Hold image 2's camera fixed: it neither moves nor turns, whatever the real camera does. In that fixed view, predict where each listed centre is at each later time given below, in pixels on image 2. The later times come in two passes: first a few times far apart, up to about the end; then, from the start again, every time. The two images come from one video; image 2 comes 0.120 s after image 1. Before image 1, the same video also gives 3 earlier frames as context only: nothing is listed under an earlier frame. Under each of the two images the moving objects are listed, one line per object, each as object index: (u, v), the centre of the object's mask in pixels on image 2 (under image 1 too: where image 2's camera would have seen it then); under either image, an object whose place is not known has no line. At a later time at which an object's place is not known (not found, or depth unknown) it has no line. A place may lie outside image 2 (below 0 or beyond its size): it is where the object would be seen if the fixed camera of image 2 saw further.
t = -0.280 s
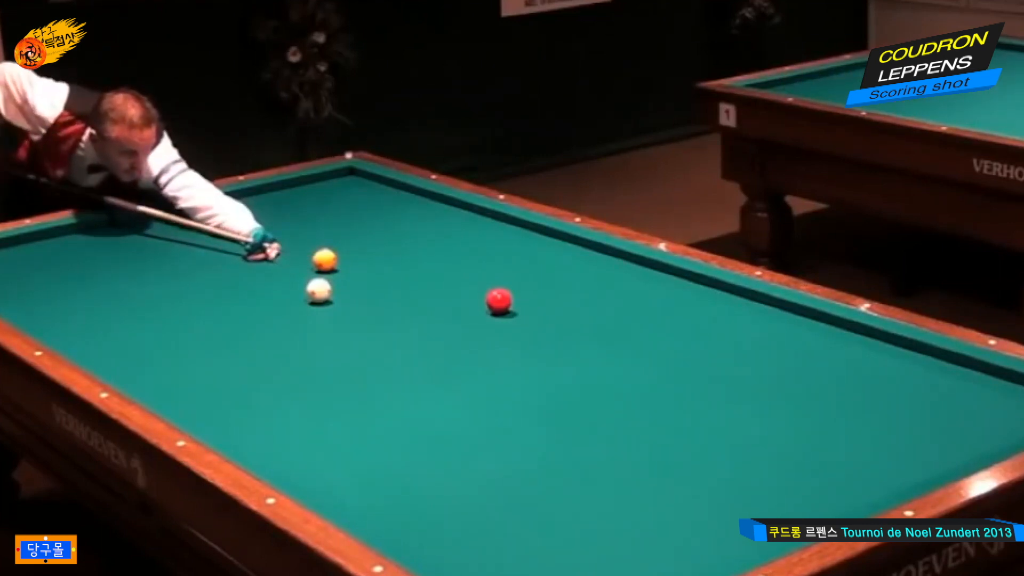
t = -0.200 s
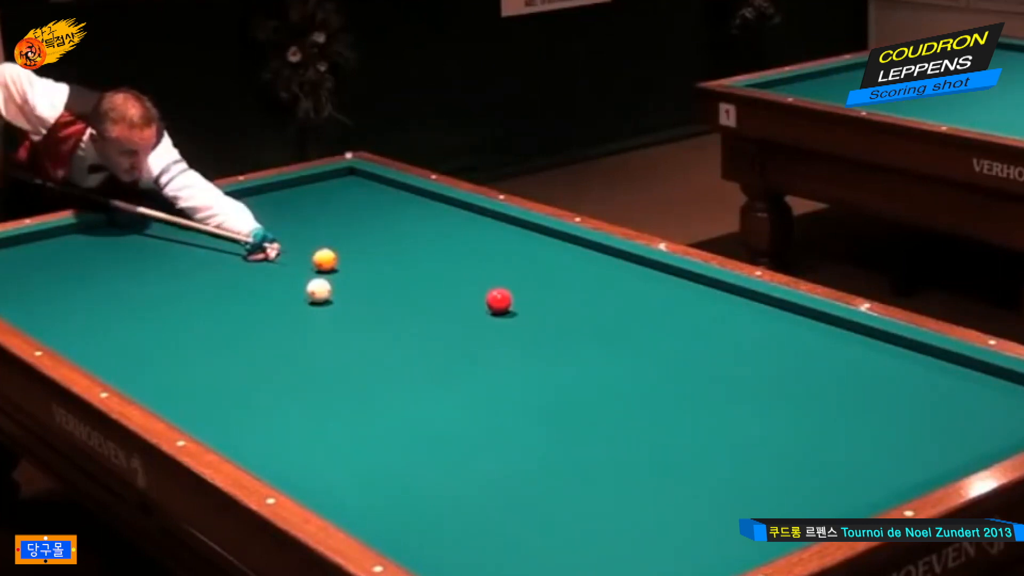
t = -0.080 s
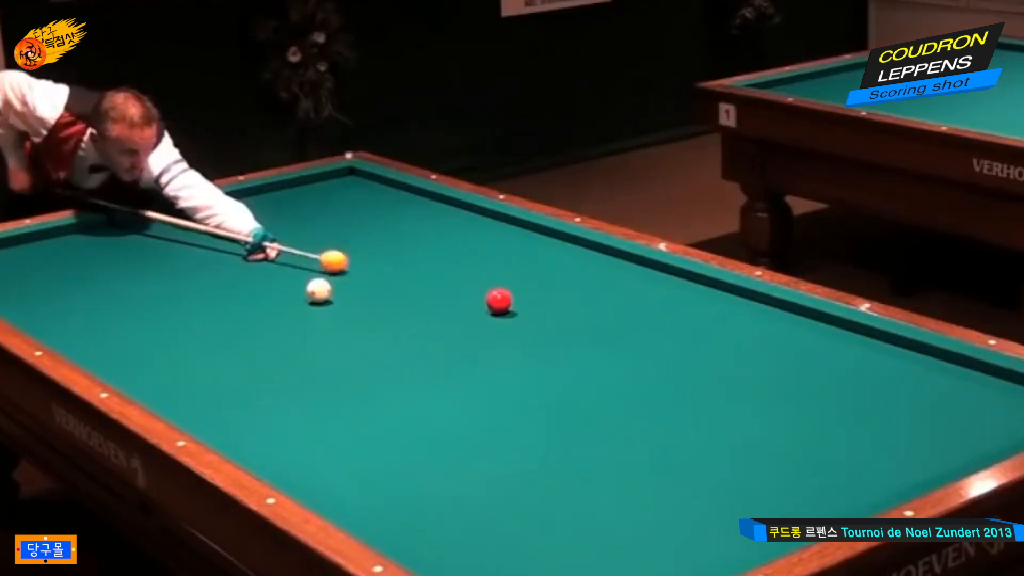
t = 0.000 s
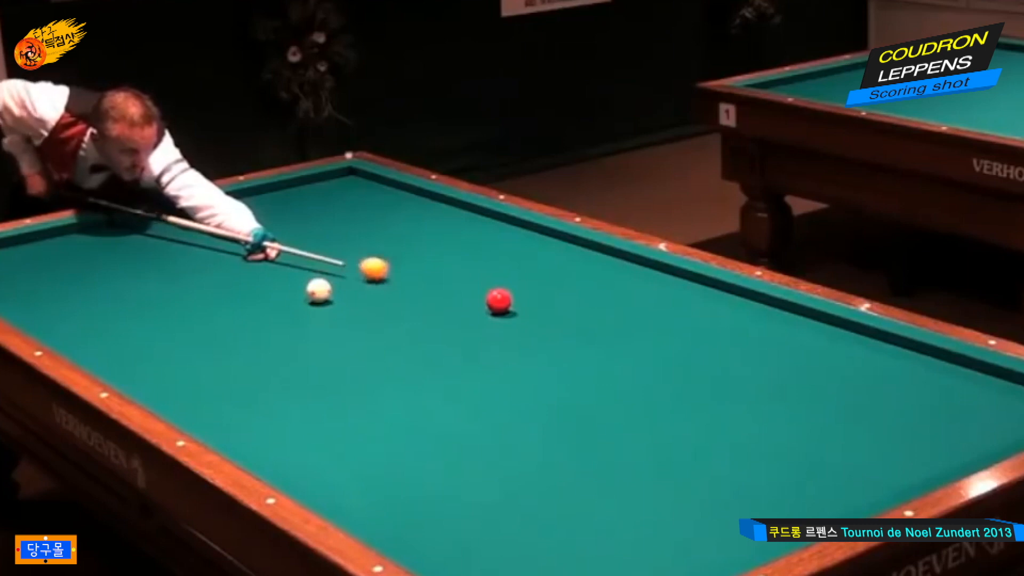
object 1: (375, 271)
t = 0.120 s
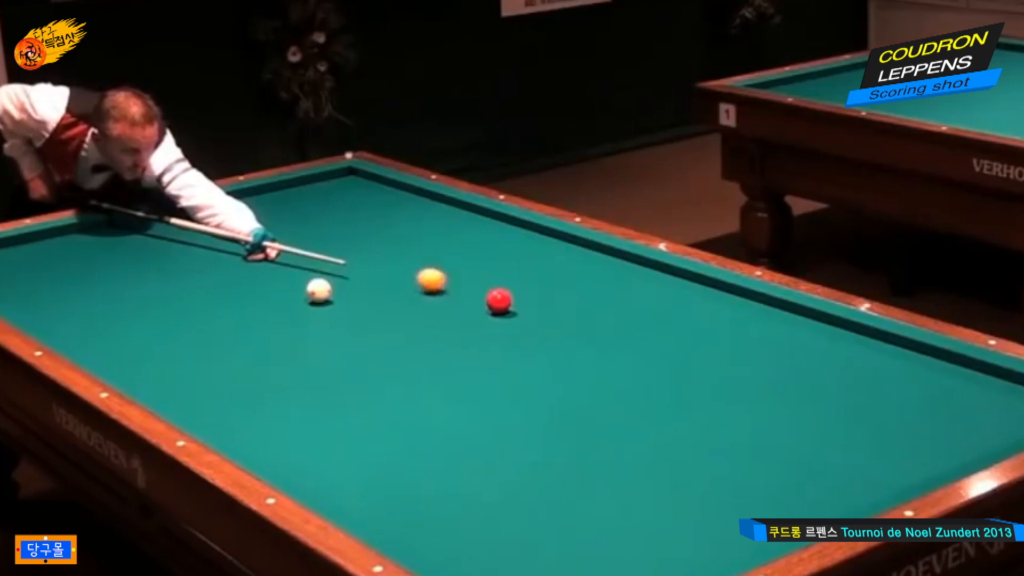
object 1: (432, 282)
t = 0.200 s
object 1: (470, 289)
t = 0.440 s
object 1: (582, 293)
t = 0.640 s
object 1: (675, 295)
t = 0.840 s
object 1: (754, 302)
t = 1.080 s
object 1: (787, 334)
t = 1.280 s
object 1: (819, 364)
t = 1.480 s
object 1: (854, 396)
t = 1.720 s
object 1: (899, 438)
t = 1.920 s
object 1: (919, 466)
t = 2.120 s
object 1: (838, 468)
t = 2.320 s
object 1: (763, 468)
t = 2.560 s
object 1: (674, 468)
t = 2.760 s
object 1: (603, 468)
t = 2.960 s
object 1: (533, 468)
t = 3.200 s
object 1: (451, 468)
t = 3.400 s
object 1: (384, 468)
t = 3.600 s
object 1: (319, 468)
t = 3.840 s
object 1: (285, 454)
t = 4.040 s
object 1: (288, 436)
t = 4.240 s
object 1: (290, 419)
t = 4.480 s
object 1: (294, 400)
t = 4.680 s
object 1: (296, 386)
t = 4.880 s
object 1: (298, 372)
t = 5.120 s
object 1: (301, 357)
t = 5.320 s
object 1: (303, 345)
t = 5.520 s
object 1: (305, 334)
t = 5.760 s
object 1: (307, 321)
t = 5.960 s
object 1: (308, 312)
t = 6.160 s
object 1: (310, 303)
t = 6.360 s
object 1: (307, 299)
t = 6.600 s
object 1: (302, 296)
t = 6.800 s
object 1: (298, 294)
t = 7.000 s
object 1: (295, 293)
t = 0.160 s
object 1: (452, 286)
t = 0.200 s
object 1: (470, 289)
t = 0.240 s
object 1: (487, 288)
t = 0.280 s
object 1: (512, 291)
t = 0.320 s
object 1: (528, 293)
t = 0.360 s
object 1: (546, 293)
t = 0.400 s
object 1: (564, 293)
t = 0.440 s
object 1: (582, 293)
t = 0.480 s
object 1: (601, 294)
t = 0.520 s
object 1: (619, 294)
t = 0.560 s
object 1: (638, 294)
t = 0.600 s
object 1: (656, 295)
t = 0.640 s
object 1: (675, 295)
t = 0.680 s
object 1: (694, 295)
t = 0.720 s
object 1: (712, 295)
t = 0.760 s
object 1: (731, 296)
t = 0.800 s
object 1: (750, 296)
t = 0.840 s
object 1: (754, 302)
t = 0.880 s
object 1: (758, 308)
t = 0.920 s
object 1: (763, 313)
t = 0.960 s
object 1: (769, 318)
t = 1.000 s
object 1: (775, 323)
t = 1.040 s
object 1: (781, 329)
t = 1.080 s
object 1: (787, 334)
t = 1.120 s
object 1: (793, 340)
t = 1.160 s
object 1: (800, 346)
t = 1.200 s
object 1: (806, 352)
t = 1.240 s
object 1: (812, 357)
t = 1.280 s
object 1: (819, 364)
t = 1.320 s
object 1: (825, 370)
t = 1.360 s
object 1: (832, 376)
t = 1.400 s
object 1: (839, 382)
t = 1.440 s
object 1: (846, 389)
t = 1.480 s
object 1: (854, 396)
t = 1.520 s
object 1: (861, 402)
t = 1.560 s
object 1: (868, 409)
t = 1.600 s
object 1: (876, 416)
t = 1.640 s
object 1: (884, 423)
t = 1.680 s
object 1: (892, 430)
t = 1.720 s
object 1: (899, 438)
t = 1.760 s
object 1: (908, 445)
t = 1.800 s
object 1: (916, 453)
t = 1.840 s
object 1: (924, 460)
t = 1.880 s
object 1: (932, 464)
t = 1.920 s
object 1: (919, 466)
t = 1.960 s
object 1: (901, 468)
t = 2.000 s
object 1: (885, 468)
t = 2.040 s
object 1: (868, 467)
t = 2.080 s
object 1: (854, 468)
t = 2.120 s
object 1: (838, 468)
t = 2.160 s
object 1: (823, 468)
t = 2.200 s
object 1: (808, 468)
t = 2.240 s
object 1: (793, 468)
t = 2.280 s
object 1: (778, 468)
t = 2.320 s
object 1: (763, 468)
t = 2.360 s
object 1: (748, 468)
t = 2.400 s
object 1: (733, 468)
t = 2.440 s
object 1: (719, 468)
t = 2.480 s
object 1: (704, 468)
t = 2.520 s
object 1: (689, 468)
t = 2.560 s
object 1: (674, 468)
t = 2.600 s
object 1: (660, 468)
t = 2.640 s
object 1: (646, 468)
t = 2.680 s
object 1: (632, 468)
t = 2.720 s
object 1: (617, 468)
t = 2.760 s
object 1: (603, 468)
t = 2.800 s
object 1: (589, 468)
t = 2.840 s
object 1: (575, 468)
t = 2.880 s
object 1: (561, 468)
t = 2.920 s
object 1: (547, 468)
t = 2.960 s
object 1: (533, 468)
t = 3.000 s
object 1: (519, 468)
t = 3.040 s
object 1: (505, 468)
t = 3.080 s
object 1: (491, 468)
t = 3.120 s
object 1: (478, 468)
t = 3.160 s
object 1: (464, 468)
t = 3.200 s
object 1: (451, 468)
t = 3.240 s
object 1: (437, 468)
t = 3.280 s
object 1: (424, 468)
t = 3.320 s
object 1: (411, 468)
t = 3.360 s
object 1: (398, 468)
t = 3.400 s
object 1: (384, 468)
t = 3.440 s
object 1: (371, 468)
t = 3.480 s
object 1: (358, 468)
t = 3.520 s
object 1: (345, 468)
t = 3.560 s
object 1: (332, 468)
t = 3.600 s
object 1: (319, 468)
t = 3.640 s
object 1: (308, 467)
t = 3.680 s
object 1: (296, 465)
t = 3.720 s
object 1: (285, 463)
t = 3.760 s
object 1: (285, 460)
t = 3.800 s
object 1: (285, 457)
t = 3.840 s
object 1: (285, 454)
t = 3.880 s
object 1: (285, 452)
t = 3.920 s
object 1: (286, 448)
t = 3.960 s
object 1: (286, 443)
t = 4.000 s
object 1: (287, 440)
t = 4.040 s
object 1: (288, 436)
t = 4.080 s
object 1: (288, 433)
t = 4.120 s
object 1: (289, 429)
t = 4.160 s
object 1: (289, 426)
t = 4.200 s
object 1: (290, 422)
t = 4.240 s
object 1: (290, 419)
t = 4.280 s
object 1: (291, 416)
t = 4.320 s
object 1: (291, 413)
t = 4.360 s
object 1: (292, 410)
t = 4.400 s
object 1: (293, 406)
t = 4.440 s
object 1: (293, 403)
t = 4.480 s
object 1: (294, 400)
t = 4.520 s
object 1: (294, 397)
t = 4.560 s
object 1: (295, 394)
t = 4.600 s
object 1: (295, 391)
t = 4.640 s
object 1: (296, 388)
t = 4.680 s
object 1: (296, 386)
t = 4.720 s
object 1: (296, 383)
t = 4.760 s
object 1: (297, 380)
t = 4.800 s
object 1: (298, 377)
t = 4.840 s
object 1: (298, 375)
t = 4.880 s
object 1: (298, 372)
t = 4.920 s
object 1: (299, 369)
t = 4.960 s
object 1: (299, 367)
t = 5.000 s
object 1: (300, 364)
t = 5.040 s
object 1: (300, 362)
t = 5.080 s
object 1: (301, 359)
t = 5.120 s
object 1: (301, 357)
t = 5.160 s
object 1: (301, 354)
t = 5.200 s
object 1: (302, 352)
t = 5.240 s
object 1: (302, 350)
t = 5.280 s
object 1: (302, 347)
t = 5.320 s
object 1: (303, 345)
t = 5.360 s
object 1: (303, 343)
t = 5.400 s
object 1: (304, 340)
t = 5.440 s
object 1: (304, 338)
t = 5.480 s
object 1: (305, 336)
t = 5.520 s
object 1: (305, 334)
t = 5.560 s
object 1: (305, 332)
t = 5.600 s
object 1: (305, 329)
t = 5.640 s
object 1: (306, 327)
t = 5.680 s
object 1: (306, 325)
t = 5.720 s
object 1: (307, 323)
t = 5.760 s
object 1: (307, 321)
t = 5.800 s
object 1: (307, 319)
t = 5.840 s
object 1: (308, 317)
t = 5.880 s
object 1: (308, 316)
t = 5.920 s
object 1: (308, 314)
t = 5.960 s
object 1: (308, 312)
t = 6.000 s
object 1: (309, 310)
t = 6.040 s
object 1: (309, 308)
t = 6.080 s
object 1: (309, 307)
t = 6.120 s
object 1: (309, 305)
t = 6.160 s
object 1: (310, 303)
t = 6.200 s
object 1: (310, 302)
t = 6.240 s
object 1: (310, 301)
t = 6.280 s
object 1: (309, 300)
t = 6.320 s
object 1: (308, 300)
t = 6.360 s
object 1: (307, 299)
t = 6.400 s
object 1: (306, 299)
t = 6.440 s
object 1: (305, 298)
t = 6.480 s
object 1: (304, 298)
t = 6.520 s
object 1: (303, 297)
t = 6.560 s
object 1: (303, 297)
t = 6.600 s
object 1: (302, 296)
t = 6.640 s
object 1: (301, 296)
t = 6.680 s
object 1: (301, 296)
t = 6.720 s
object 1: (300, 295)
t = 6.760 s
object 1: (299, 295)
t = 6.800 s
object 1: (298, 294)
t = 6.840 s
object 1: (297, 294)
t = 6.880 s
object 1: (297, 294)
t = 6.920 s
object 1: (296, 294)
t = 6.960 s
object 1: (295, 294)
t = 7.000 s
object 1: (295, 293)
